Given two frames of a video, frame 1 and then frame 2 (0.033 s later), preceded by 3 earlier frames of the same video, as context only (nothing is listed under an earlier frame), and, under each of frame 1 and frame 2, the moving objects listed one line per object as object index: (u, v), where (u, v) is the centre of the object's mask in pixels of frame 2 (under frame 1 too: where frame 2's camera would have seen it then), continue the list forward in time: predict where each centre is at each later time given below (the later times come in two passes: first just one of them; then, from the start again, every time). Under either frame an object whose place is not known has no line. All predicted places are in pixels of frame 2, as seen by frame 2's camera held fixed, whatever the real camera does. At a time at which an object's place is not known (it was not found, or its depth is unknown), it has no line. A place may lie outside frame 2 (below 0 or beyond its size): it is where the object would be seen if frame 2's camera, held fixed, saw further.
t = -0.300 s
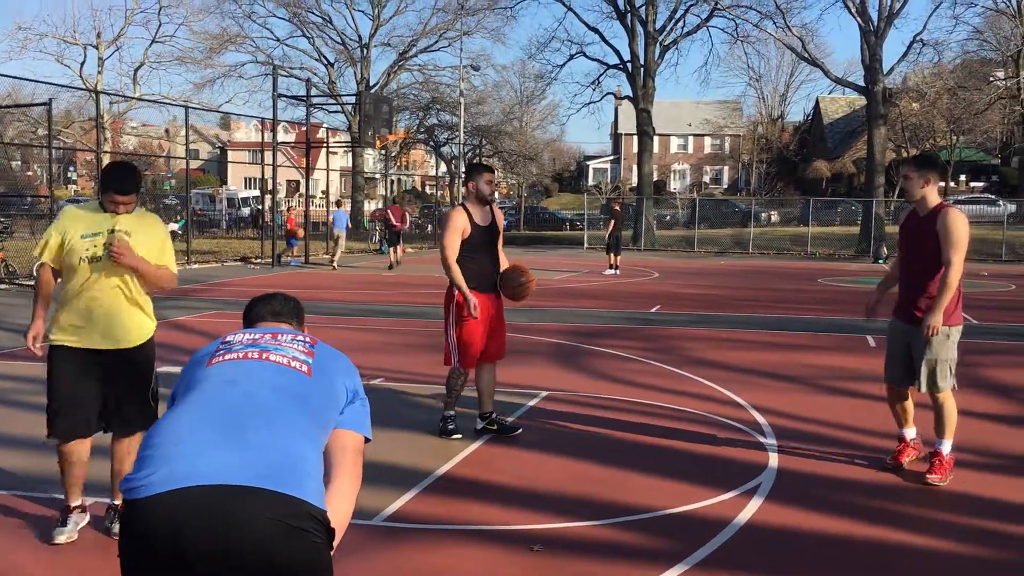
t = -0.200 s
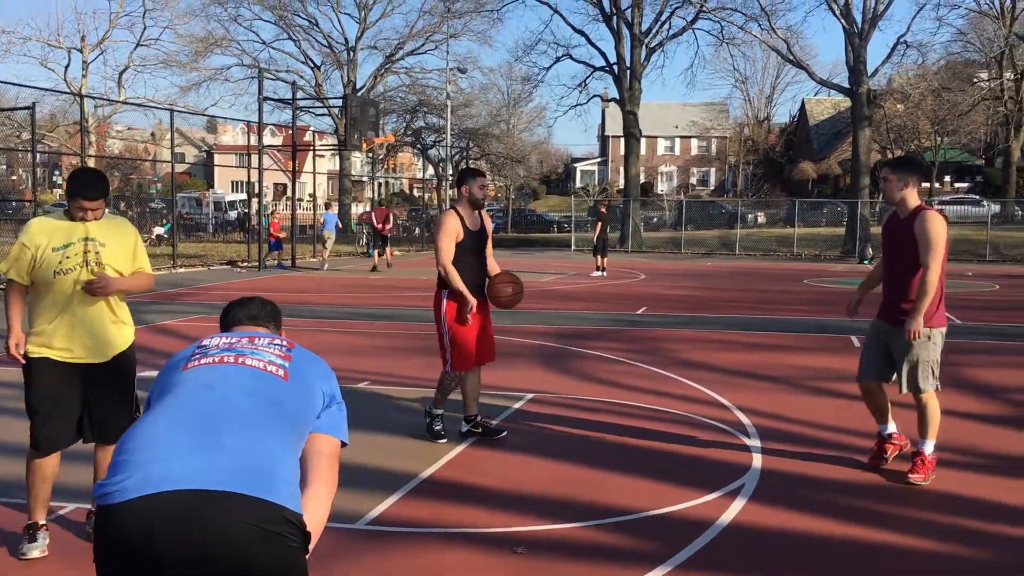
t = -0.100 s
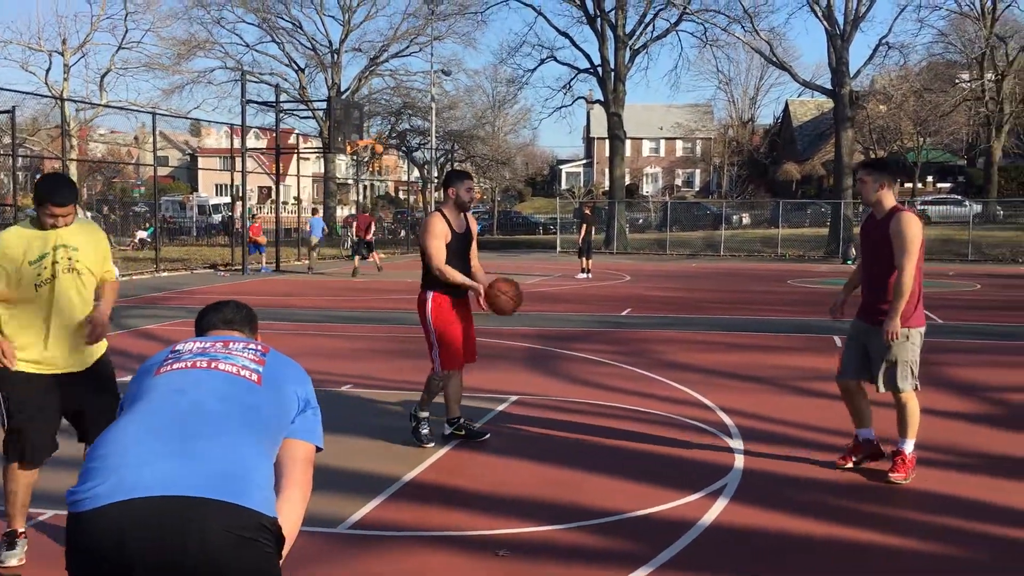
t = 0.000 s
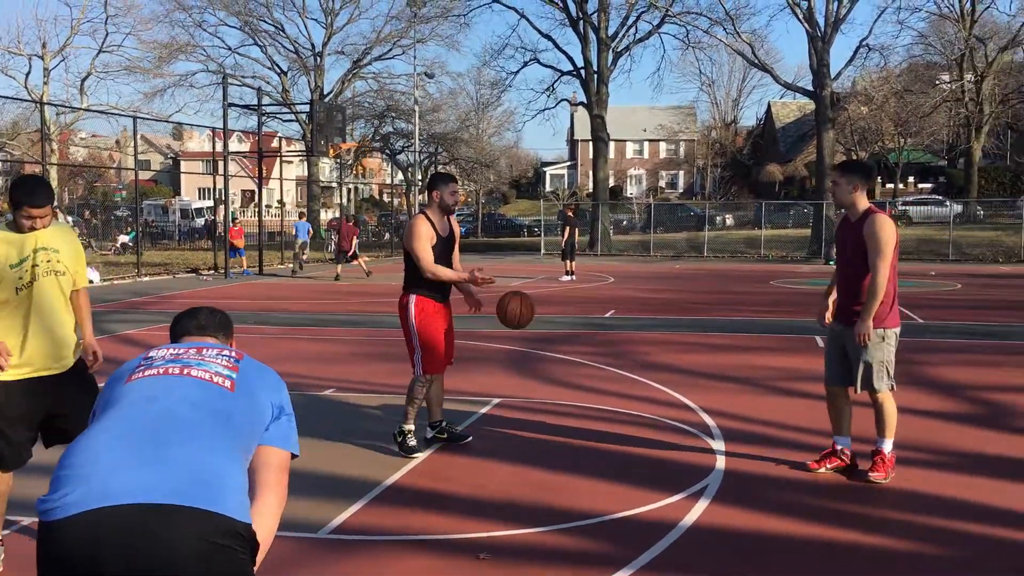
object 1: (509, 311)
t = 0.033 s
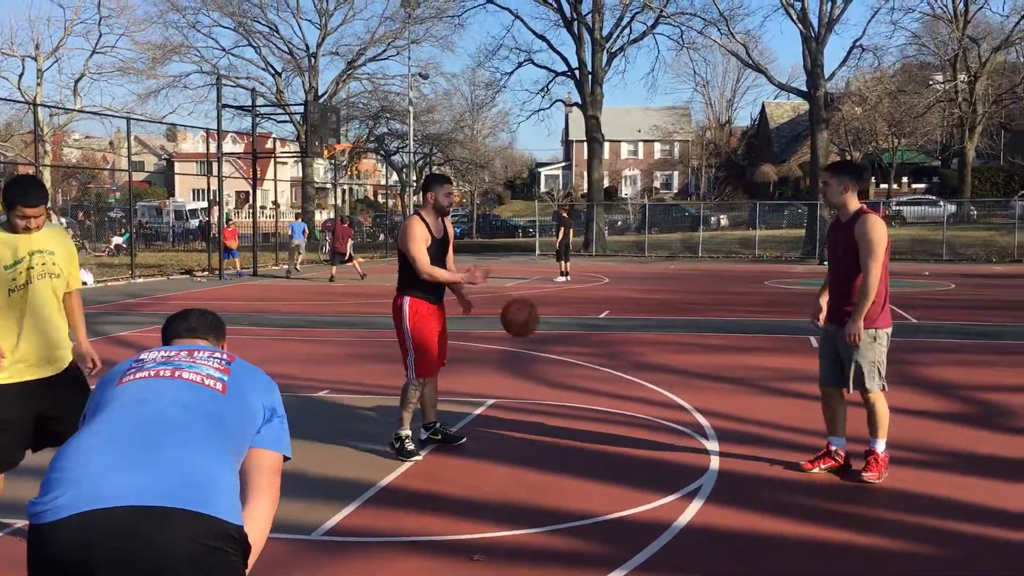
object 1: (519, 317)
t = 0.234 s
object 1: (583, 400)
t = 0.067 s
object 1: (530, 327)
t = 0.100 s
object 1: (540, 337)
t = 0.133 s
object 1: (551, 351)
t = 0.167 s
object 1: (561, 365)
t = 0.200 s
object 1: (571, 382)
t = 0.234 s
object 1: (583, 400)
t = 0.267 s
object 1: (593, 420)
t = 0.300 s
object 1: (605, 442)
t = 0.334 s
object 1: (614, 437)
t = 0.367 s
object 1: (623, 421)
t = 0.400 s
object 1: (632, 407)
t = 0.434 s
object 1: (641, 395)
